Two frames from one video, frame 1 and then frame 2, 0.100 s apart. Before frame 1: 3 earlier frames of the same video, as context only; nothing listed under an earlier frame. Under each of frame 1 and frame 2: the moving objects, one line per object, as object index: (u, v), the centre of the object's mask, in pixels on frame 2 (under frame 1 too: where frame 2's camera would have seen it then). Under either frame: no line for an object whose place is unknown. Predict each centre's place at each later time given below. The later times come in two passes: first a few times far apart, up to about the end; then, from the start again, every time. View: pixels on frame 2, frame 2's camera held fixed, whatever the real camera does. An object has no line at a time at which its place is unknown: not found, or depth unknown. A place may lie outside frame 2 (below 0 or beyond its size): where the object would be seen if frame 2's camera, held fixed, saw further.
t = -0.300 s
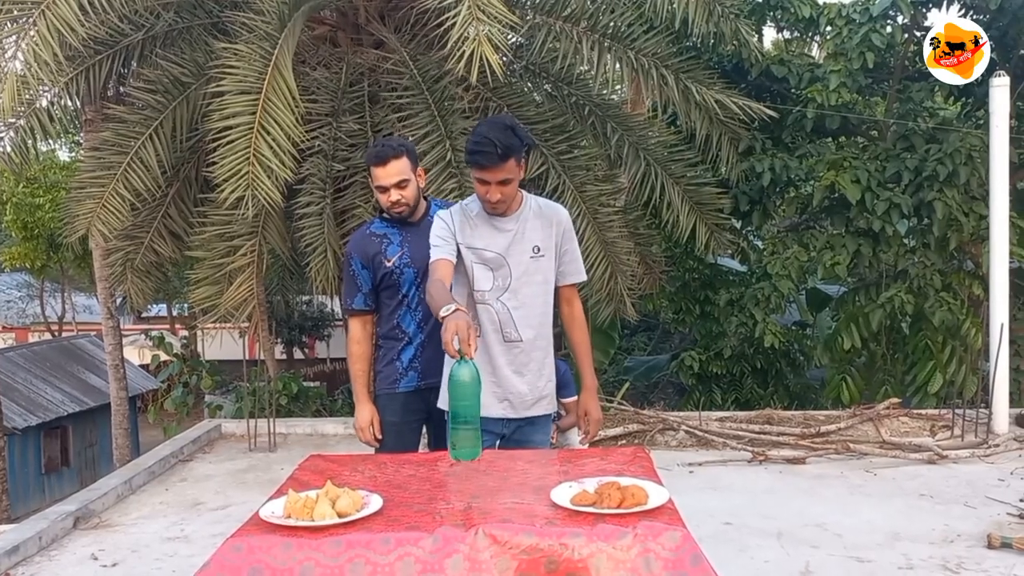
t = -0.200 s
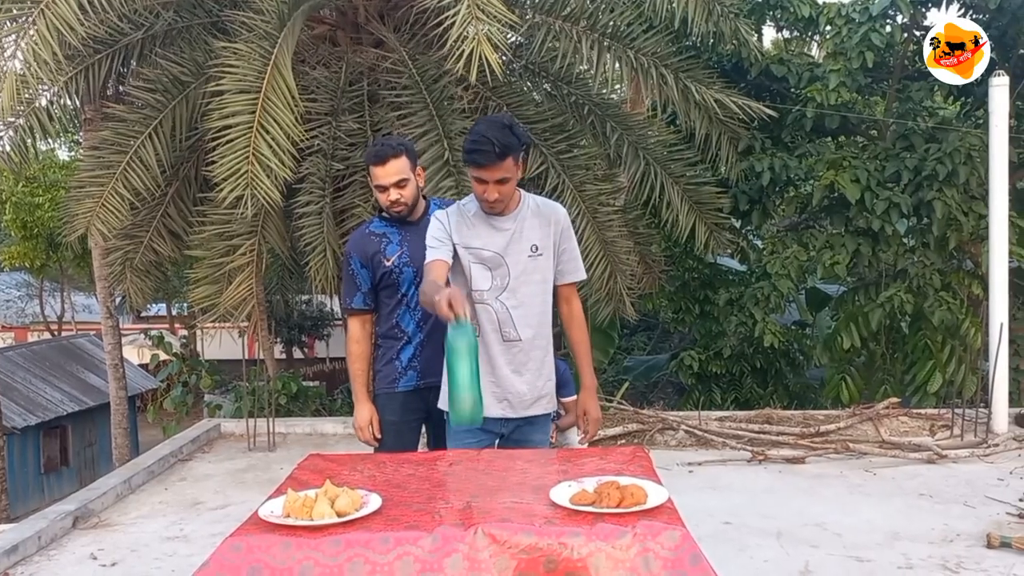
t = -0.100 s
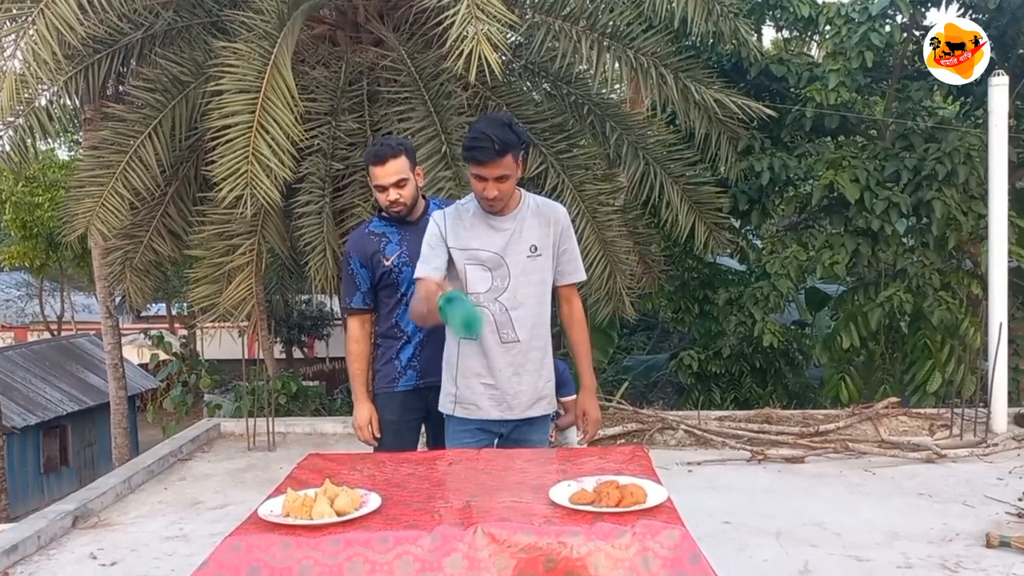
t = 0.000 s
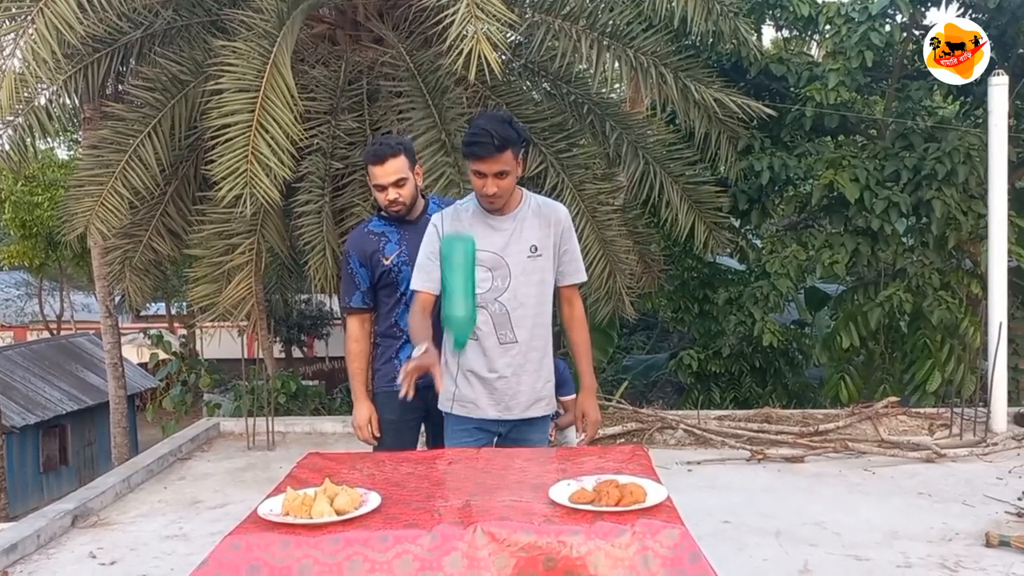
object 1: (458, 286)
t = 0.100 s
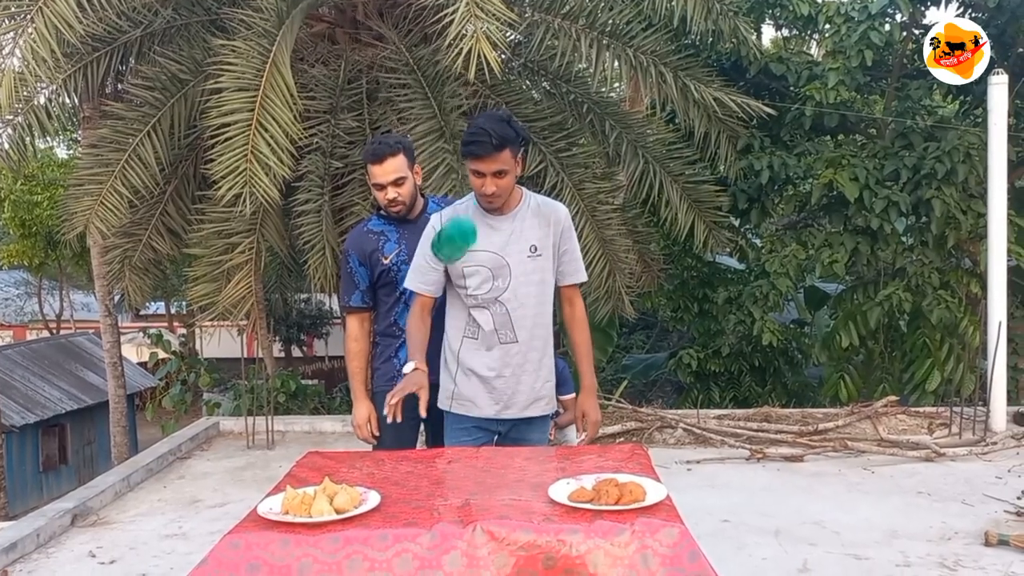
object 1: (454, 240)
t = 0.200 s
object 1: (452, 253)
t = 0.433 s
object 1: (447, 464)
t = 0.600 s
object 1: (444, 470)
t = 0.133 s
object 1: (455, 238)
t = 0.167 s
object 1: (454, 243)
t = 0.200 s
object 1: (452, 253)
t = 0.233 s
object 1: (451, 269)
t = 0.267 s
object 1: (449, 294)
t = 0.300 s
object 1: (448, 323)
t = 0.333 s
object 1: (447, 355)
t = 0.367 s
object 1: (445, 395)
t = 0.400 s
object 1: (446, 442)
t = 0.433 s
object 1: (447, 464)
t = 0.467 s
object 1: (448, 470)
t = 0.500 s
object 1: (445, 469)
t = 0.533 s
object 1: (443, 469)
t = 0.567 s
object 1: (444, 470)
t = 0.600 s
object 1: (444, 470)
